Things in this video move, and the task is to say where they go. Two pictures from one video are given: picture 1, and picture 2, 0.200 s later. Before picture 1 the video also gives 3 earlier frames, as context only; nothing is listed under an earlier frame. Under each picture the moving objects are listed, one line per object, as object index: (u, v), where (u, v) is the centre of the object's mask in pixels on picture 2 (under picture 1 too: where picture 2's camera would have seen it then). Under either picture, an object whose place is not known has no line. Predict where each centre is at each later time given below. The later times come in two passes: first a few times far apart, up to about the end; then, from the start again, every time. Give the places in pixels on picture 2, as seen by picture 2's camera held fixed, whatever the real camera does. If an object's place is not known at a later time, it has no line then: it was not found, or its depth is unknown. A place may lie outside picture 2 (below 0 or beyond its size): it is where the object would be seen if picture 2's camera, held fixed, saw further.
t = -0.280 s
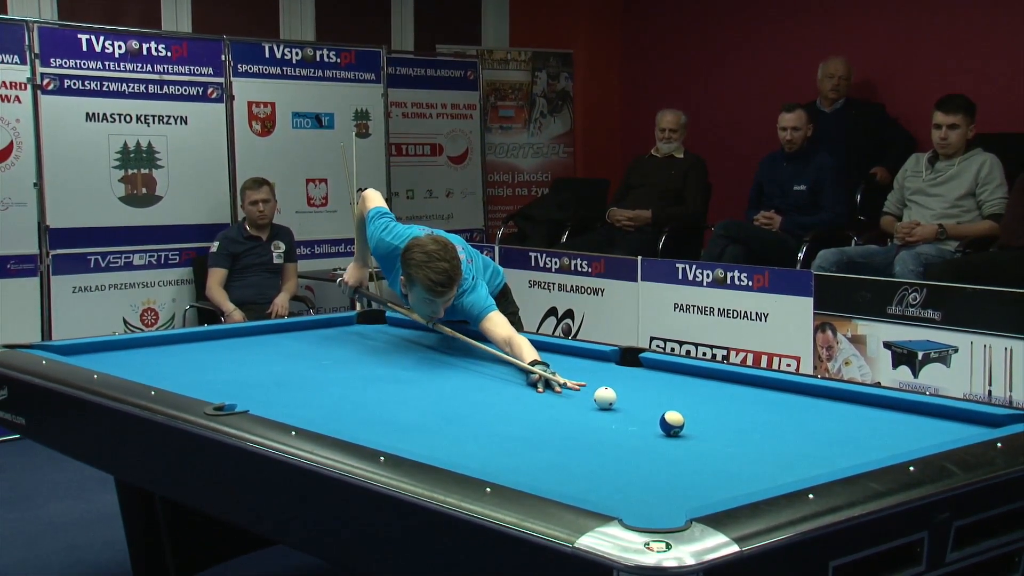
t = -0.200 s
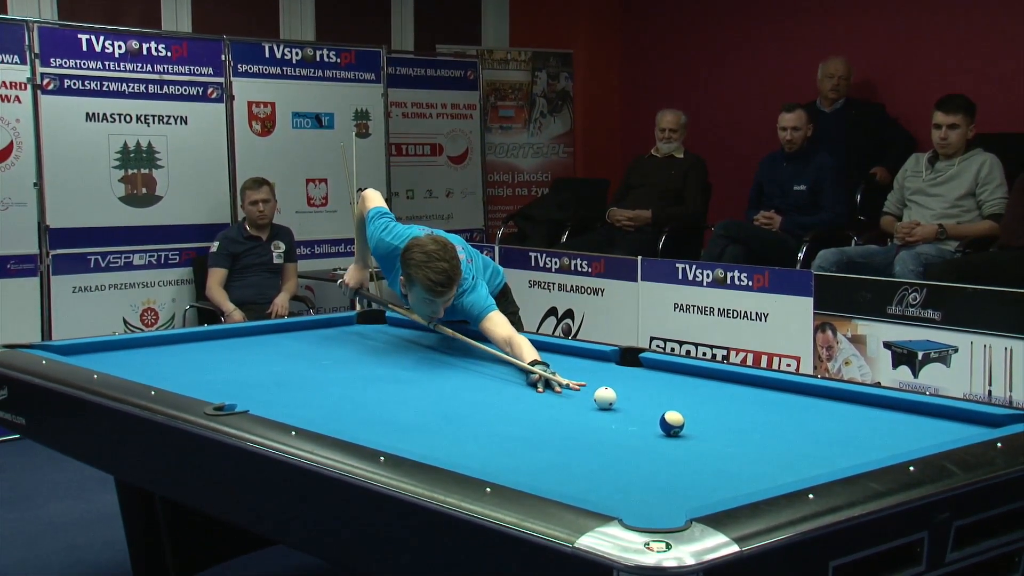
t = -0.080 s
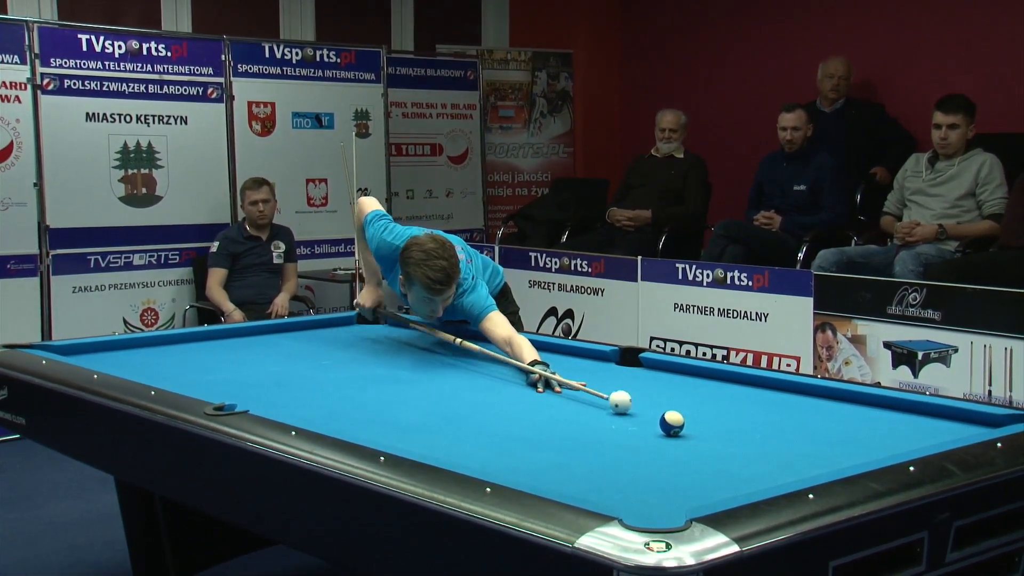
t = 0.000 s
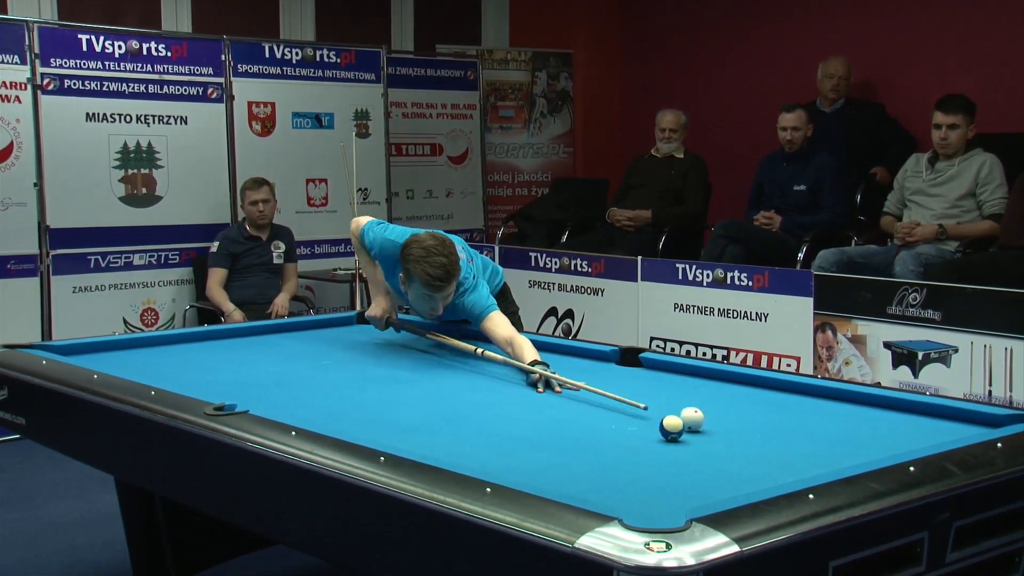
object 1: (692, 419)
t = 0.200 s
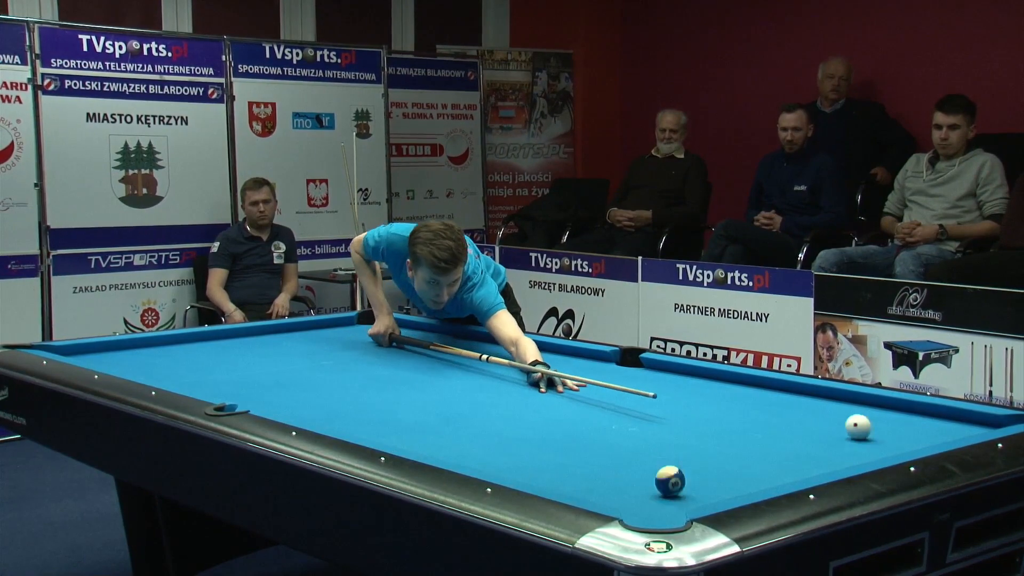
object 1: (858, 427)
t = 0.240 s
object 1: (887, 428)
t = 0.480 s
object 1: (976, 421)
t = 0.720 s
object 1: (889, 411)
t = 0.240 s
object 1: (887, 428)
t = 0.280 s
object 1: (915, 430)
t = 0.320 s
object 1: (943, 430)
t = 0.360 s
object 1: (972, 427)
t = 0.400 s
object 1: (982, 425)
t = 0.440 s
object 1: (978, 423)
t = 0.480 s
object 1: (976, 421)
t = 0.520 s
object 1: (975, 417)
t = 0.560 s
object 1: (959, 416)
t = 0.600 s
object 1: (941, 415)
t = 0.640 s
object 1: (923, 413)
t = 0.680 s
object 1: (906, 412)
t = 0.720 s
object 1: (889, 411)
